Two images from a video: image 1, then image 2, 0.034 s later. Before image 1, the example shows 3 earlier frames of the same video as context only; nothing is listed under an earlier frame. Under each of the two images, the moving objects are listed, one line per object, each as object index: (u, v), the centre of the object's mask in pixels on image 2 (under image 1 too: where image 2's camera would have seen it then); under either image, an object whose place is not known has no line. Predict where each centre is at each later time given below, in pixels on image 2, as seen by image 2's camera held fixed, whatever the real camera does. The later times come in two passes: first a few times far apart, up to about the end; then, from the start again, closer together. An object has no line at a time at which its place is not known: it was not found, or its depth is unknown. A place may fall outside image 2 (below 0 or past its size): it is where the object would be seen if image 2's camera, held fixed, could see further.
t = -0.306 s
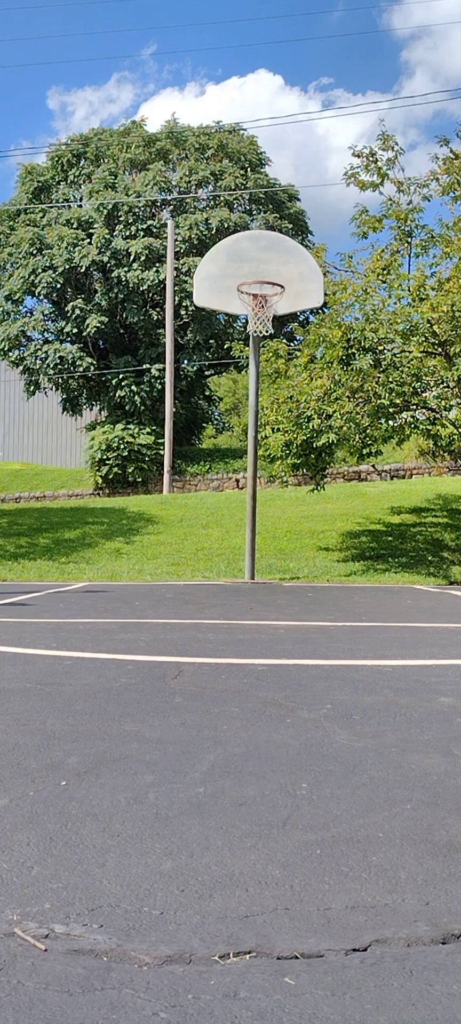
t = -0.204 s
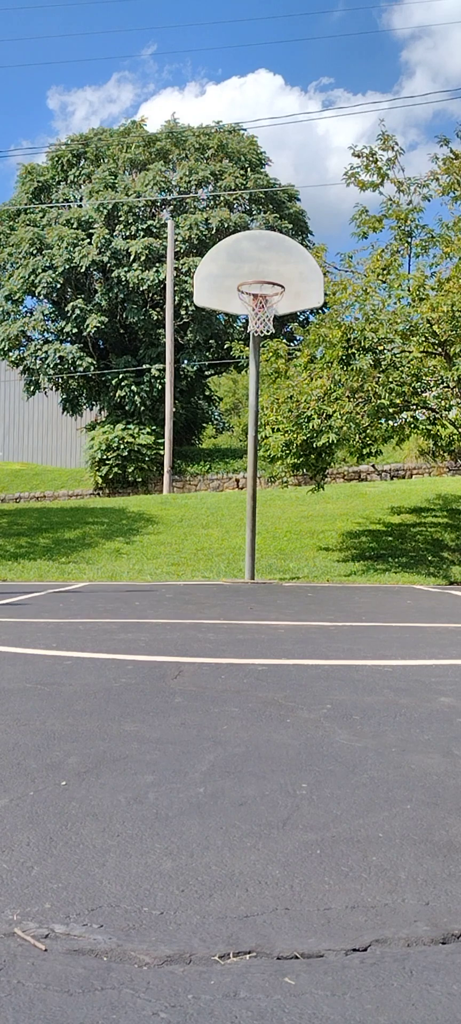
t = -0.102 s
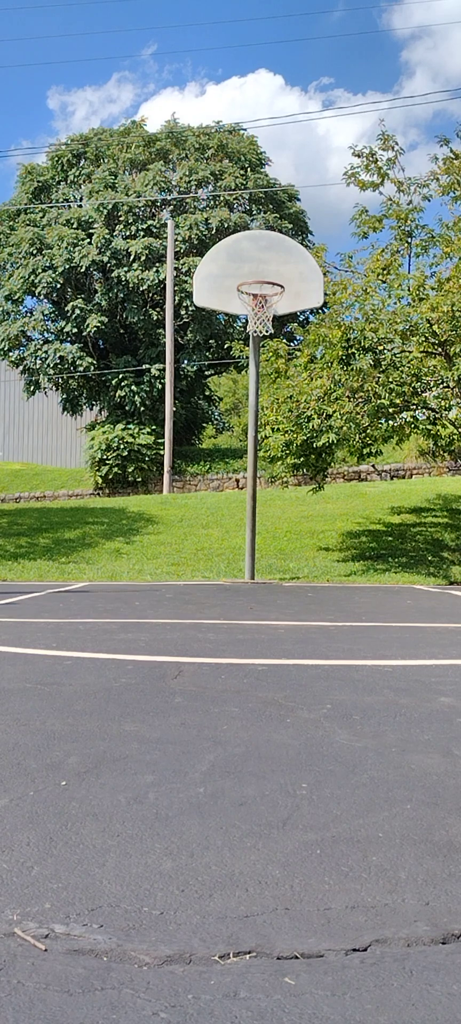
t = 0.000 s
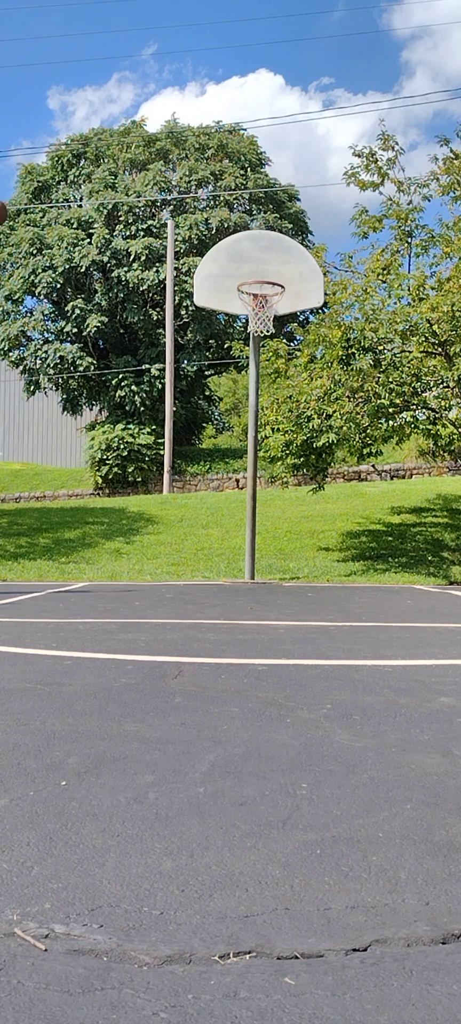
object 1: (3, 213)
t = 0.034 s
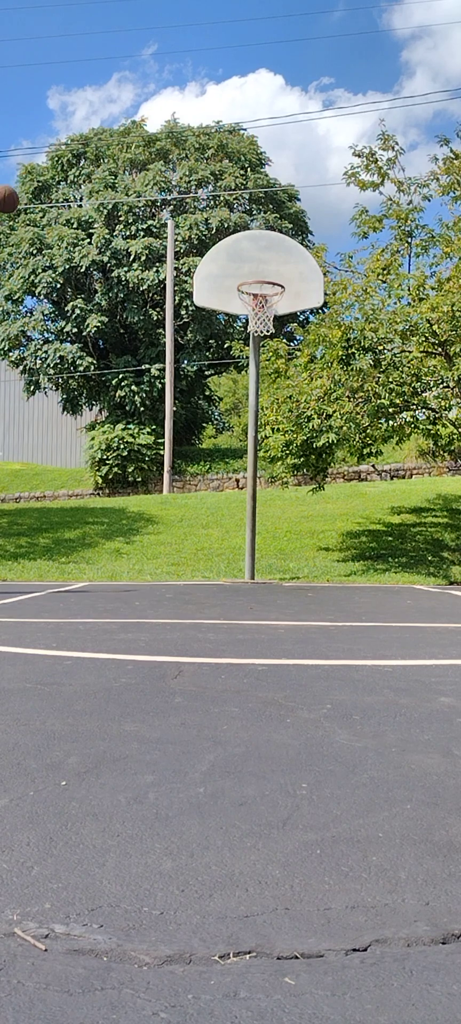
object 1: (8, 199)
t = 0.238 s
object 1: (81, 148)
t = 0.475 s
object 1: (149, 155)
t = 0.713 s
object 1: (211, 213)
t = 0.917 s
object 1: (260, 291)
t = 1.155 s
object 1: (256, 300)
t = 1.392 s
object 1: (245, 335)
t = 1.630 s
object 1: (245, 415)
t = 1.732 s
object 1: (243, 463)
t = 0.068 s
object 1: (28, 178)
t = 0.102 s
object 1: (39, 169)
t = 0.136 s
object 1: (49, 162)
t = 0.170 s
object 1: (60, 156)
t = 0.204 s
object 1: (71, 151)
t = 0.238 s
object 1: (81, 148)
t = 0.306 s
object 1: (101, 145)
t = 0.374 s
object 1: (121, 145)
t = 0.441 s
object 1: (140, 151)
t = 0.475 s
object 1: (149, 155)
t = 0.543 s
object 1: (168, 166)
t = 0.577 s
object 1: (177, 174)
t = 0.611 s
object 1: (185, 183)
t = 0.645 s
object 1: (194, 192)
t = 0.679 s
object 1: (203, 202)
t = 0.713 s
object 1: (211, 213)
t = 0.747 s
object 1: (220, 225)
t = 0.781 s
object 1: (228, 238)
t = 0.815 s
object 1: (236, 252)
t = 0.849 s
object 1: (244, 267)
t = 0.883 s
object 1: (251, 282)
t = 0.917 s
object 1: (260, 291)
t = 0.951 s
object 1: (268, 294)
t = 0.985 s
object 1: (269, 298)
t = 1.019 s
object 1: (269, 301)
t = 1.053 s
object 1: (265, 301)
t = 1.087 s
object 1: (261, 297)
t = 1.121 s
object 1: (257, 298)
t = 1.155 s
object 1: (256, 300)
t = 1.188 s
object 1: (254, 302)
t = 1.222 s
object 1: (252, 304)
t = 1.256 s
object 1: (251, 307)
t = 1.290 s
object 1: (250, 312)
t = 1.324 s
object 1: (243, 325)
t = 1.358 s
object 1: (244, 330)
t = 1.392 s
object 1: (245, 335)
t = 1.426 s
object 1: (246, 342)
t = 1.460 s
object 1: (246, 352)
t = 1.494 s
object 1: (245, 363)
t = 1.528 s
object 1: (245, 375)
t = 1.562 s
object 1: (245, 387)
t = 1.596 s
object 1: (245, 401)
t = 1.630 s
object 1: (245, 415)
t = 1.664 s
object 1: (244, 431)
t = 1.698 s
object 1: (244, 447)
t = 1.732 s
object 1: (243, 463)
